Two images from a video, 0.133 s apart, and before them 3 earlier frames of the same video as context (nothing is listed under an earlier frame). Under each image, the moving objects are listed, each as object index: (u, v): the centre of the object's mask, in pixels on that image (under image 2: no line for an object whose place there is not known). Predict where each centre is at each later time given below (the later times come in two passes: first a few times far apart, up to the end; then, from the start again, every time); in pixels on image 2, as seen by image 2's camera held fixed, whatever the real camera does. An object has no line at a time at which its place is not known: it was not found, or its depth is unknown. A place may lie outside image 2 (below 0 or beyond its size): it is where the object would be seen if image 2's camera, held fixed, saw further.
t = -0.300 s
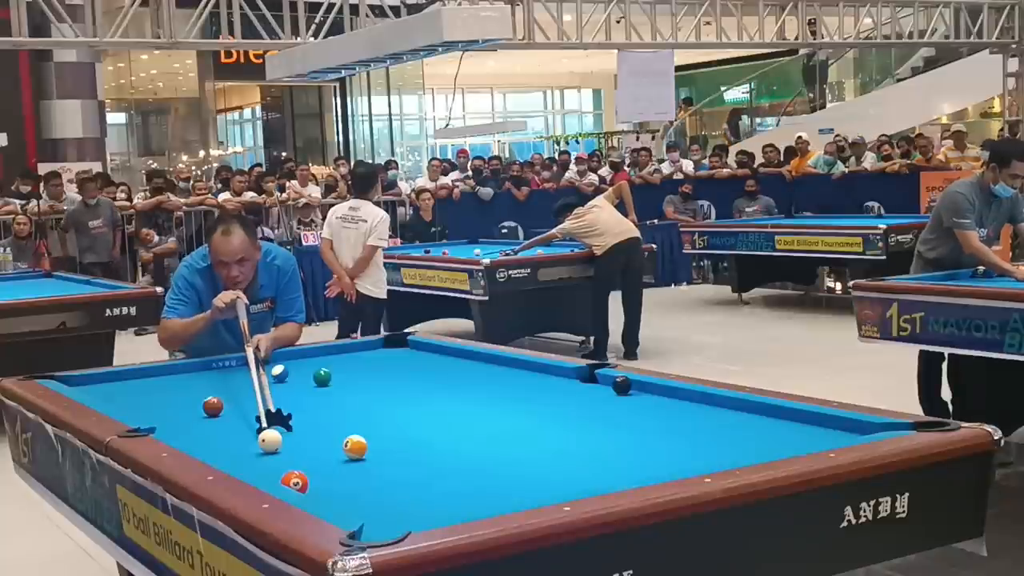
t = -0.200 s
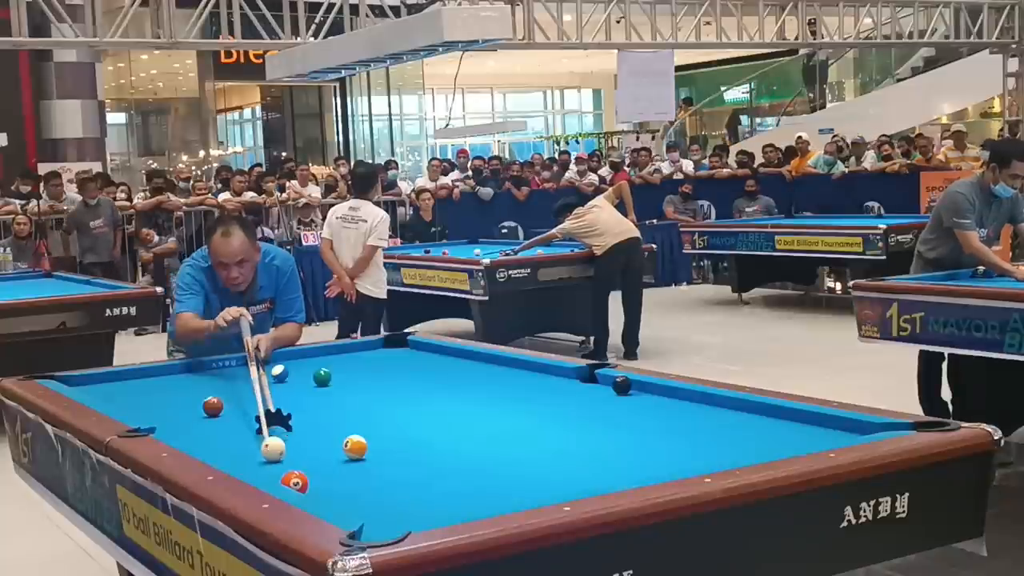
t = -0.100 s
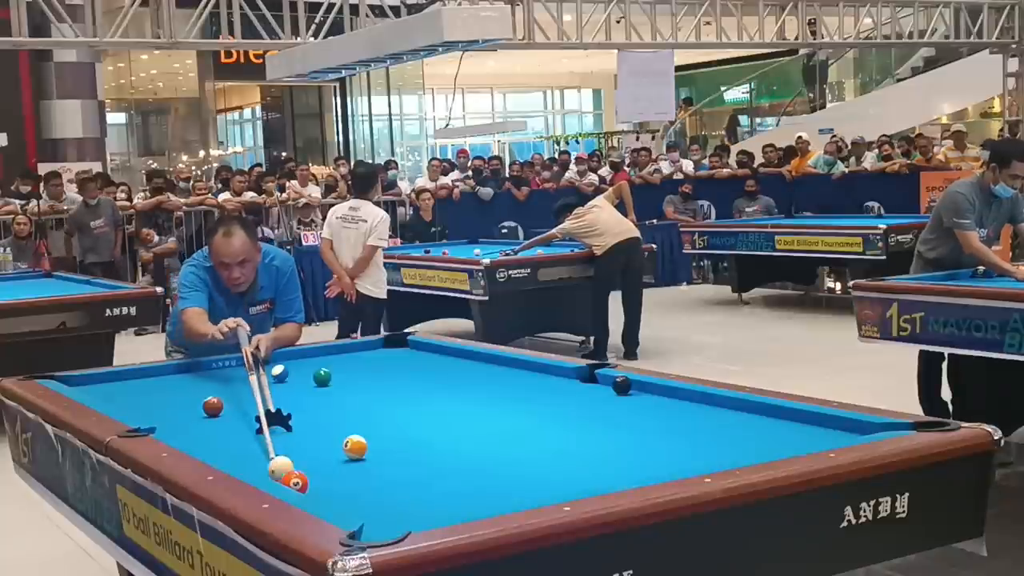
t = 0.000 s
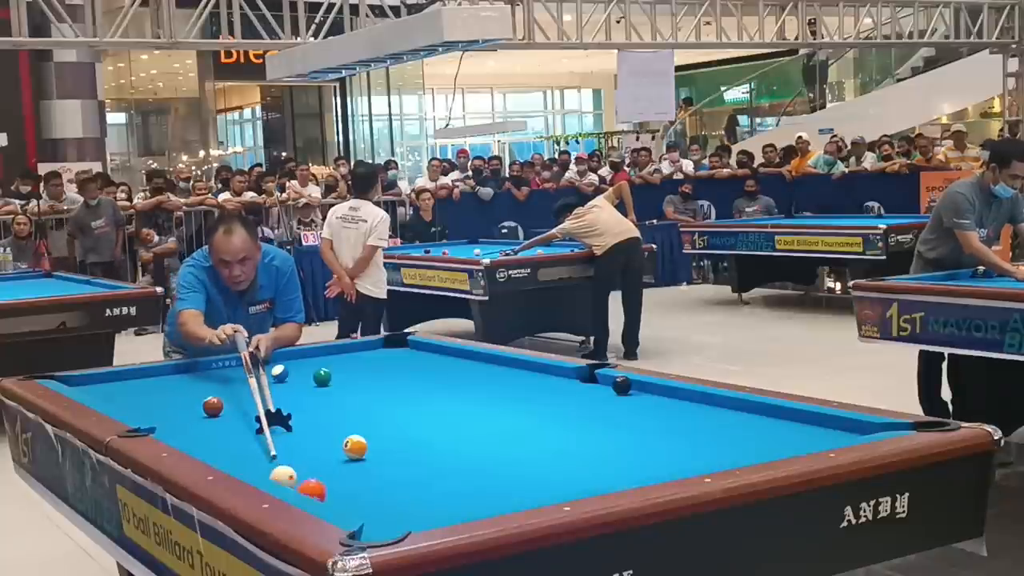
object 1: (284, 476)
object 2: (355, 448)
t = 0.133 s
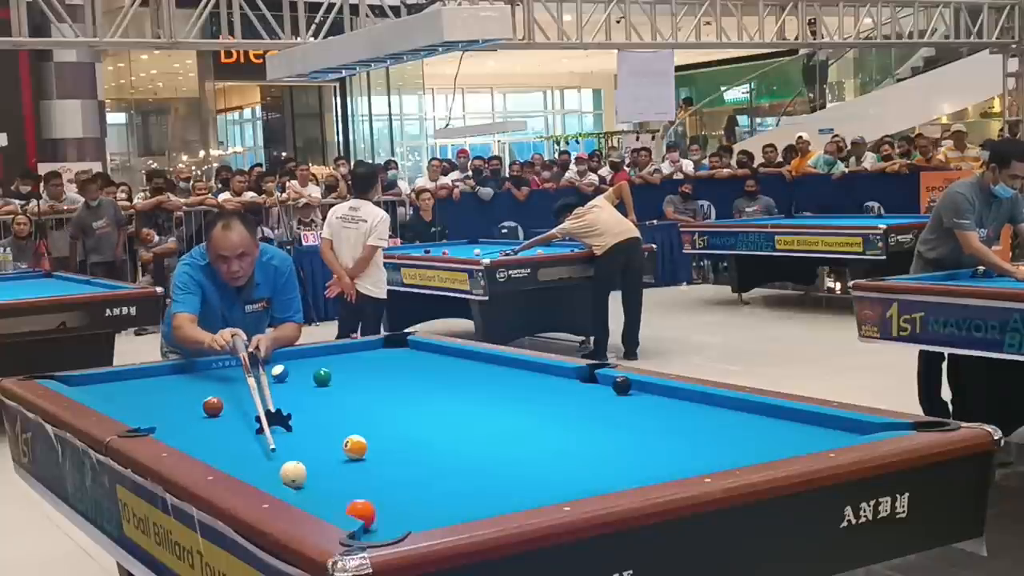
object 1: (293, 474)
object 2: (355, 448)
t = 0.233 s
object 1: (300, 471)
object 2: (355, 448)
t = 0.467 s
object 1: (315, 462)
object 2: (355, 448)
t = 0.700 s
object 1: (327, 456)
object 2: (355, 448)
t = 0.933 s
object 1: (333, 451)
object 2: (361, 446)
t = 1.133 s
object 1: (331, 448)
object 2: (370, 444)
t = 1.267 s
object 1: (329, 447)
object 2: (375, 443)
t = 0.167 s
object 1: (295, 474)
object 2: (355, 448)
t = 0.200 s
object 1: (298, 473)
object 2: (355, 448)
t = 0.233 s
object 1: (300, 471)
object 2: (355, 448)
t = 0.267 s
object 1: (302, 469)
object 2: (355, 448)
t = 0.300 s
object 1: (304, 468)
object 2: (355, 448)
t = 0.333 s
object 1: (307, 467)
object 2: (355, 448)
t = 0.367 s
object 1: (309, 466)
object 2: (355, 448)
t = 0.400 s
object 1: (311, 465)
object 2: (355, 448)
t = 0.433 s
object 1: (313, 463)
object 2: (355, 448)
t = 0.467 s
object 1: (315, 462)
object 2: (355, 448)
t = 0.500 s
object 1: (317, 462)
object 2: (355, 448)
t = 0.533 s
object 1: (319, 460)
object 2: (355, 448)
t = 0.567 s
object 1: (320, 459)
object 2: (355, 448)
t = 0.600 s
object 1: (322, 458)
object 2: (355, 448)
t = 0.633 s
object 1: (324, 458)
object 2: (355, 448)
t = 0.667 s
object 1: (326, 457)
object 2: (355, 448)
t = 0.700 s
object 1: (327, 456)
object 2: (355, 448)
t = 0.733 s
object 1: (329, 454)
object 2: (355, 448)
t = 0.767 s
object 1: (331, 454)
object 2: (355, 448)
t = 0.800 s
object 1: (333, 453)
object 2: (356, 448)
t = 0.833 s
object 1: (334, 452)
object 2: (356, 448)
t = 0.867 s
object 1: (334, 452)
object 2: (358, 447)
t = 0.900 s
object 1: (333, 451)
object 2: (359, 446)
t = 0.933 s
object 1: (333, 451)
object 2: (361, 446)
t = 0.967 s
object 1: (333, 450)
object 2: (362, 446)
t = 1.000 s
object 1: (332, 450)
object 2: (364, 446)
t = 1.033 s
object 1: (332, 449)
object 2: (366, 446)
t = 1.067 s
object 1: (331, 449)
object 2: (367, 445)
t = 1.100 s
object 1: (331, 449)
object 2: (368, 445)
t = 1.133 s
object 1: (331, 448)
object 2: (370, 444)
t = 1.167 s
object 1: (330, 448)
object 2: (371, 444)
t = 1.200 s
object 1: (330, 448)
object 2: (373, 443)
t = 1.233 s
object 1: (330, 448)
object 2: (374, 443)
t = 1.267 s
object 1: (329, 447)
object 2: (375, 443)
